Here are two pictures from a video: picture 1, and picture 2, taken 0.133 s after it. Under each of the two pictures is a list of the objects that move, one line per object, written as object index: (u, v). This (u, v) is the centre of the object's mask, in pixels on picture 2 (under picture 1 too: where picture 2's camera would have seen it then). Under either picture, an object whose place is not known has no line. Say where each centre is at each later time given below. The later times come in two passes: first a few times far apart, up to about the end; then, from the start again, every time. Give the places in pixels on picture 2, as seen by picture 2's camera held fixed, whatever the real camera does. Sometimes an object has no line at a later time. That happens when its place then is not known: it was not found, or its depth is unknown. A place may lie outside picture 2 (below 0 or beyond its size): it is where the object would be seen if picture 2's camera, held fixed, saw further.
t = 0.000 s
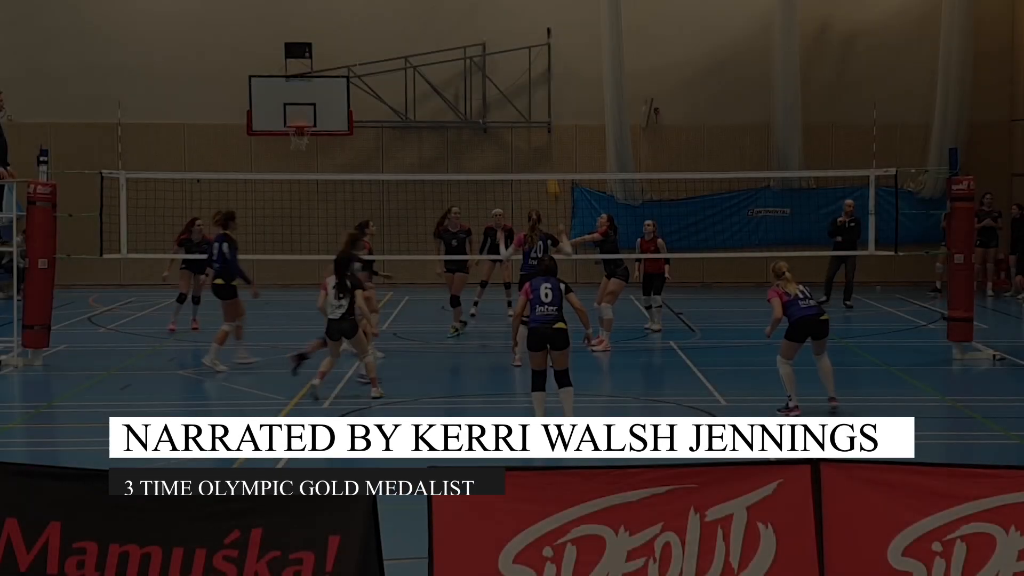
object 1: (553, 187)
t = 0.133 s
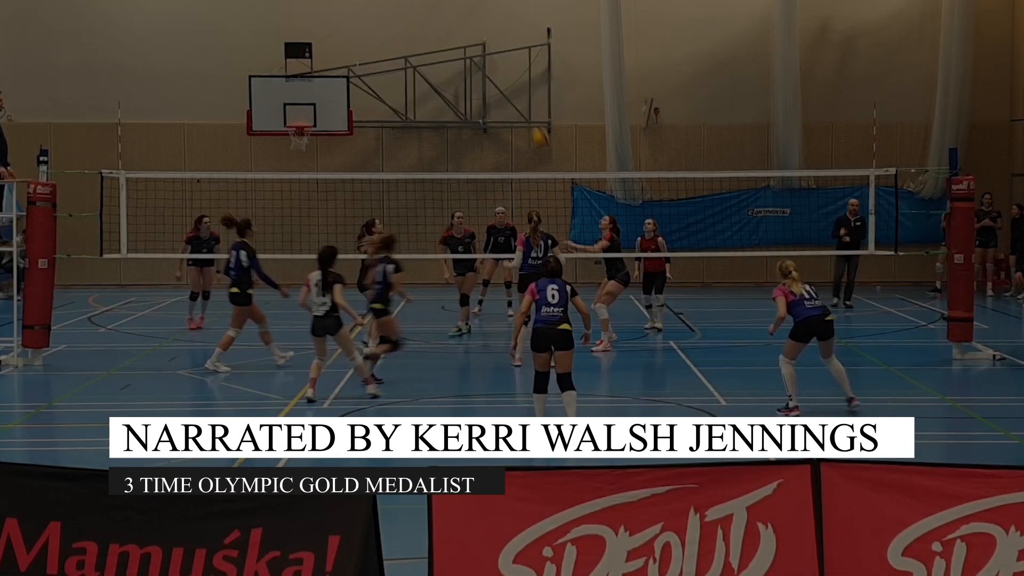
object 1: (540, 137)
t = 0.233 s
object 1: (529, 106)
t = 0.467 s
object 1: (506, 66)
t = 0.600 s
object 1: (493, 61)
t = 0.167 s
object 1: (536, 127)
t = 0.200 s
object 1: (533, 117)
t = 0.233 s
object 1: (529, 106)
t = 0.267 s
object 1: (526, 98)
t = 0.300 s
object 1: (522, 91)
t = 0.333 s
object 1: (520, 84)
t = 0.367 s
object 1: (516, 78)
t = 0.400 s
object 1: (513, 74)
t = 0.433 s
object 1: (510, 69)
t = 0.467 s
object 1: (506, 66)
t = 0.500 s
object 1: (503, 64)
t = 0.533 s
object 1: (500, 62)
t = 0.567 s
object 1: (496, 61)
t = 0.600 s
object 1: (493, 61)
